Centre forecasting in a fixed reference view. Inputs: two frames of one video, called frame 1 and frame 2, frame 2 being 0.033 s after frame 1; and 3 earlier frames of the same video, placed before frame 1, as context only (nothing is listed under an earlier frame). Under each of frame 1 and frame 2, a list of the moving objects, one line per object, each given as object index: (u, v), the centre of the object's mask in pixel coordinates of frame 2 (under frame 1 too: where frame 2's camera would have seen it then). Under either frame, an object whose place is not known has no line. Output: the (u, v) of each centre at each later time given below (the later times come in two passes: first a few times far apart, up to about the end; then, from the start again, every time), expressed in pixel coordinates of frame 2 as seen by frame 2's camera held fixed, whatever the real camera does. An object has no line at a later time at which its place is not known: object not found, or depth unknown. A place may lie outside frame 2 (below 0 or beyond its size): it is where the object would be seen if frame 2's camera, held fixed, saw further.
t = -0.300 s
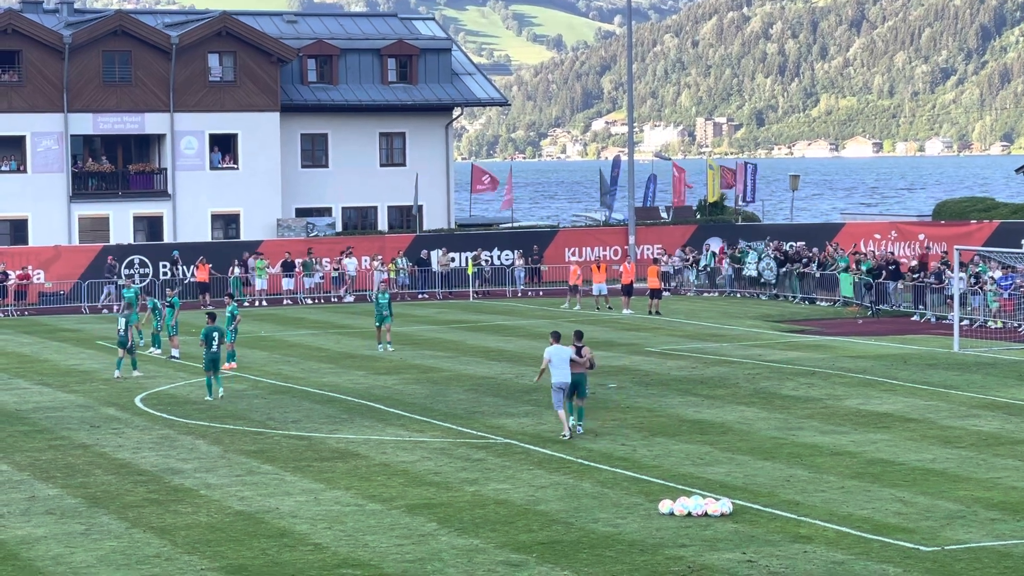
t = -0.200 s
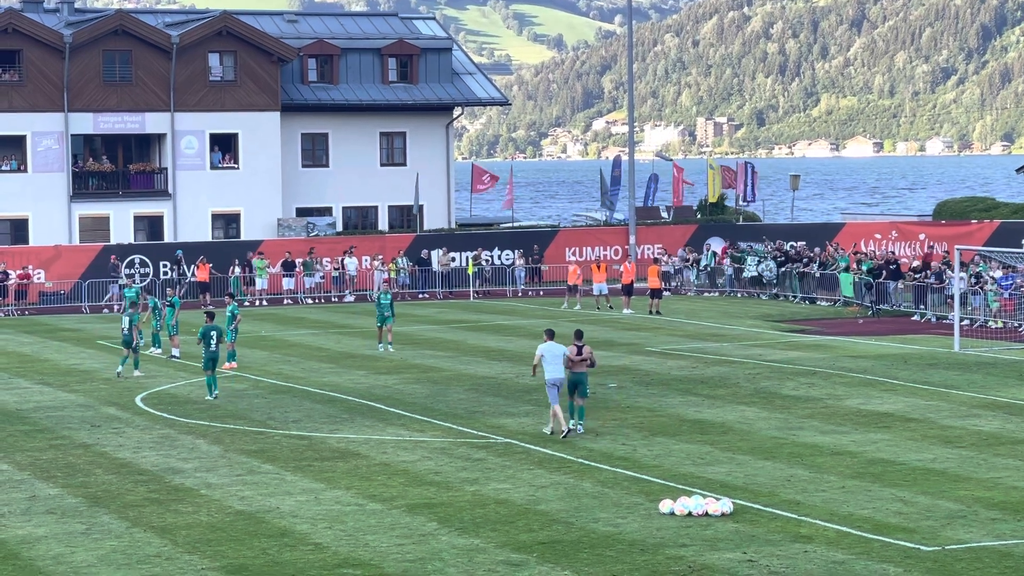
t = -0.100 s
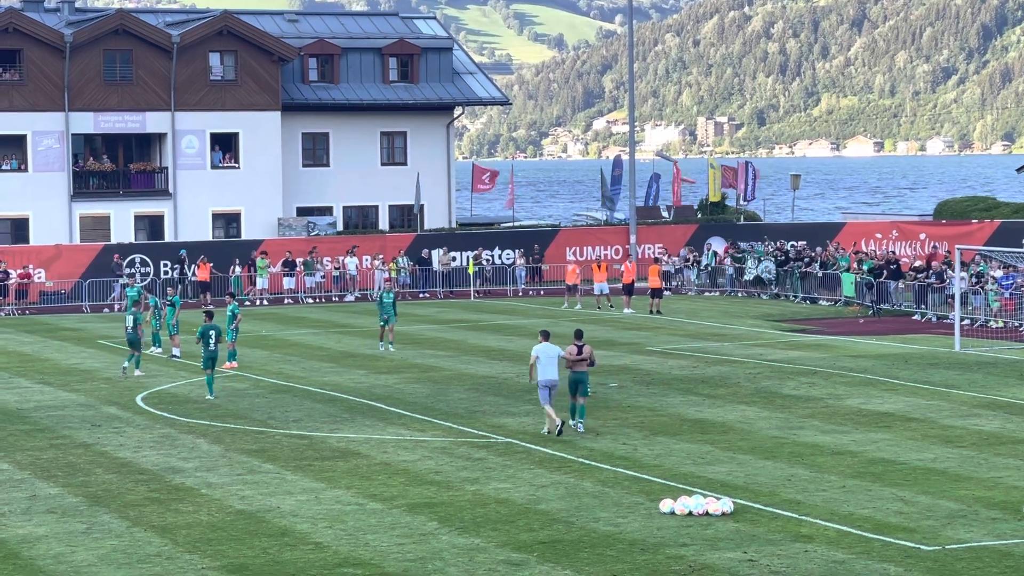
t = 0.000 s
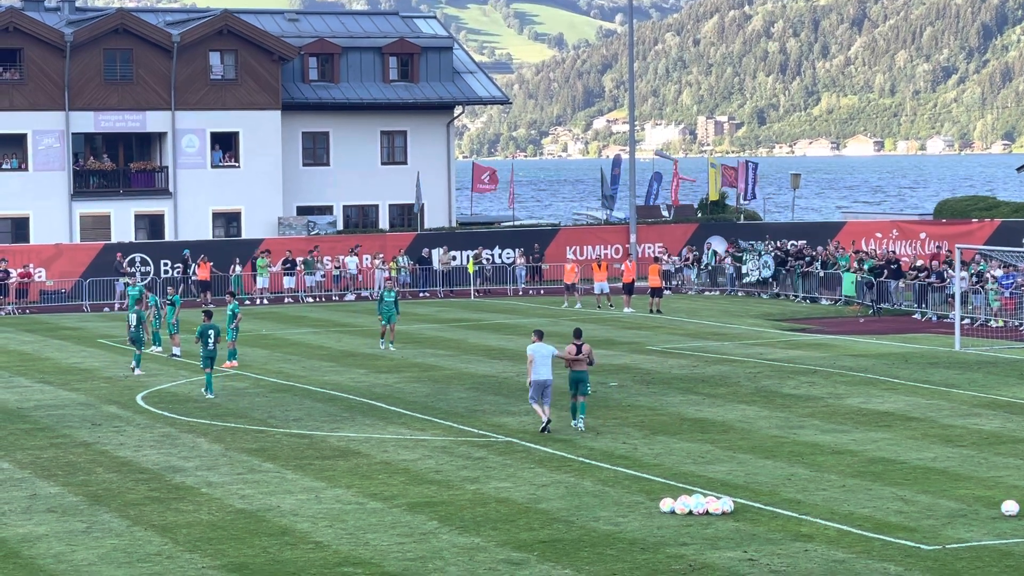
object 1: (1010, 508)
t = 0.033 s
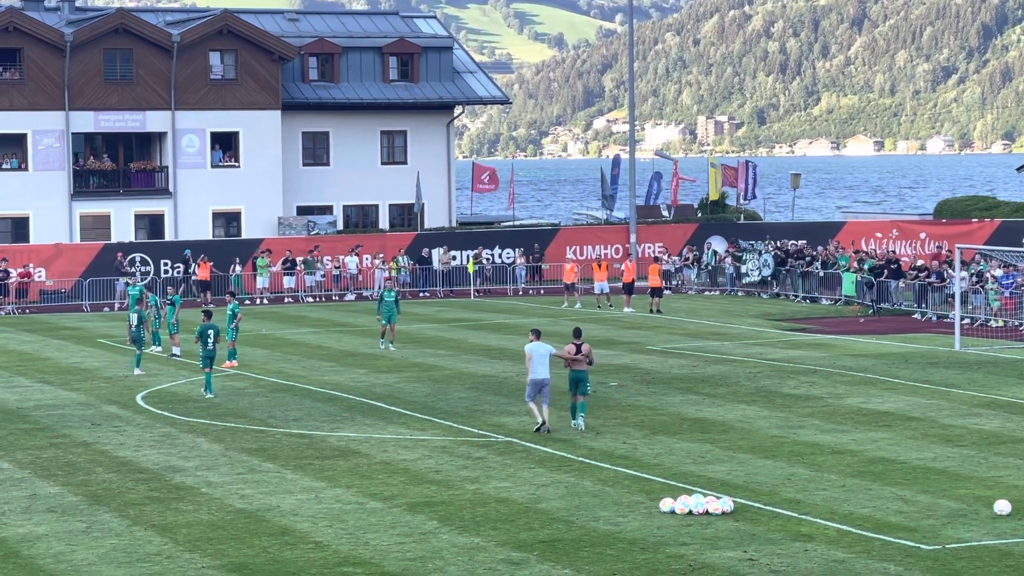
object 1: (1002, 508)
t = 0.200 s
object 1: (967, 505)
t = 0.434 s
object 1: (921, 503)
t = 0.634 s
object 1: (885, 502)
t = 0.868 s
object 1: (848, 499)
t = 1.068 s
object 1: (820, 498)
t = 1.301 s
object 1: (792, 496)
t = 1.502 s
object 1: (771, 494)
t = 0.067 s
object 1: (995, 507)
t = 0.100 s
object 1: (988, 507)
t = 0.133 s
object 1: (980, 506)
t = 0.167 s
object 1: (973, 506)
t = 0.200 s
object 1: (967, 505)
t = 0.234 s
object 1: (960, 505)
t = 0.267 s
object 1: (953, 504)
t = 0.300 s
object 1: (946, 504)
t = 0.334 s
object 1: (940, 504)
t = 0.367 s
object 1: (933, 503)
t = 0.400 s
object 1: (927, 503)
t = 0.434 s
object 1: (921, 503)
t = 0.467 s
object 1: (915, 503)
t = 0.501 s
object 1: (908, 502)
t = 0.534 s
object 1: (903, 502)
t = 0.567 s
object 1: (897, 502)
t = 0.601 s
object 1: (891, 501)
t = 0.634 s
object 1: (885, 502)
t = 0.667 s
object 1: (880, 501)
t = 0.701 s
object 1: (875, 501)
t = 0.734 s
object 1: (869, 501)
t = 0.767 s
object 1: (864, 500)
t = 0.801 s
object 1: (858, 500)
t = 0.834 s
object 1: (853, 500)
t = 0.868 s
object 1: (848, 499)
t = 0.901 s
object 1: (843, 499)
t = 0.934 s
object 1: (839, 499)
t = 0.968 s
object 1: (834, 499)
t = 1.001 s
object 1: (829, 498)
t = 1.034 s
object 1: (825, 498)
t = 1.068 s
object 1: (820, 498)
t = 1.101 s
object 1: (816, 498)
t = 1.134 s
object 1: (812, 497)
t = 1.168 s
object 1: (808, 497)
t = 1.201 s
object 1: (803, 497)
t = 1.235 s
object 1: (800, 497)
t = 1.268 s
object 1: (796, 496)
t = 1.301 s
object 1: (792, 496)
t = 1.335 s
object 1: (788, 496)
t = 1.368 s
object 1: (784, 495)
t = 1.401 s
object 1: (781, 495)
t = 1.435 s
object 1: (777, 495)
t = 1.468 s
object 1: (774, 495)
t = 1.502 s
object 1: (771, 494)
